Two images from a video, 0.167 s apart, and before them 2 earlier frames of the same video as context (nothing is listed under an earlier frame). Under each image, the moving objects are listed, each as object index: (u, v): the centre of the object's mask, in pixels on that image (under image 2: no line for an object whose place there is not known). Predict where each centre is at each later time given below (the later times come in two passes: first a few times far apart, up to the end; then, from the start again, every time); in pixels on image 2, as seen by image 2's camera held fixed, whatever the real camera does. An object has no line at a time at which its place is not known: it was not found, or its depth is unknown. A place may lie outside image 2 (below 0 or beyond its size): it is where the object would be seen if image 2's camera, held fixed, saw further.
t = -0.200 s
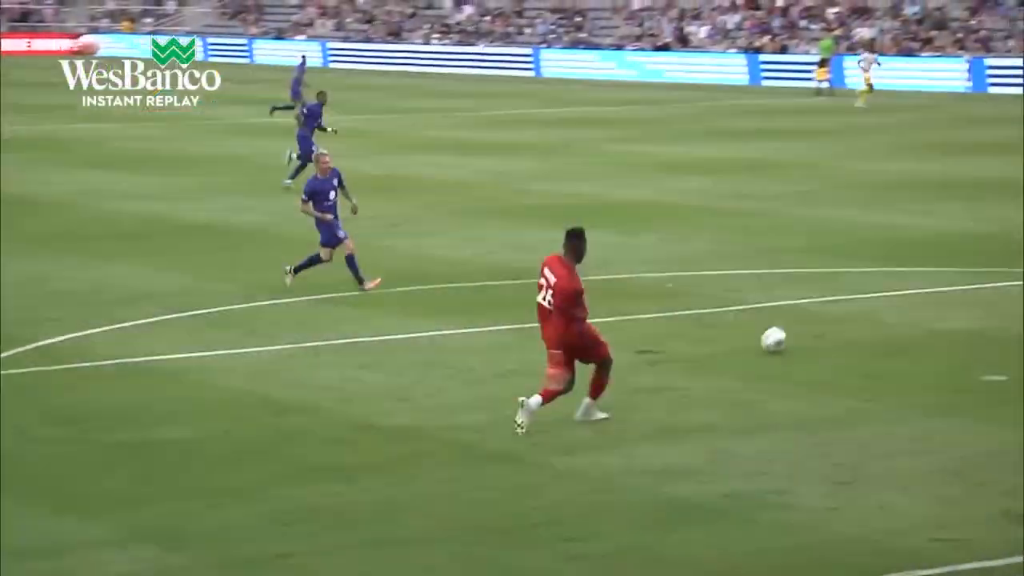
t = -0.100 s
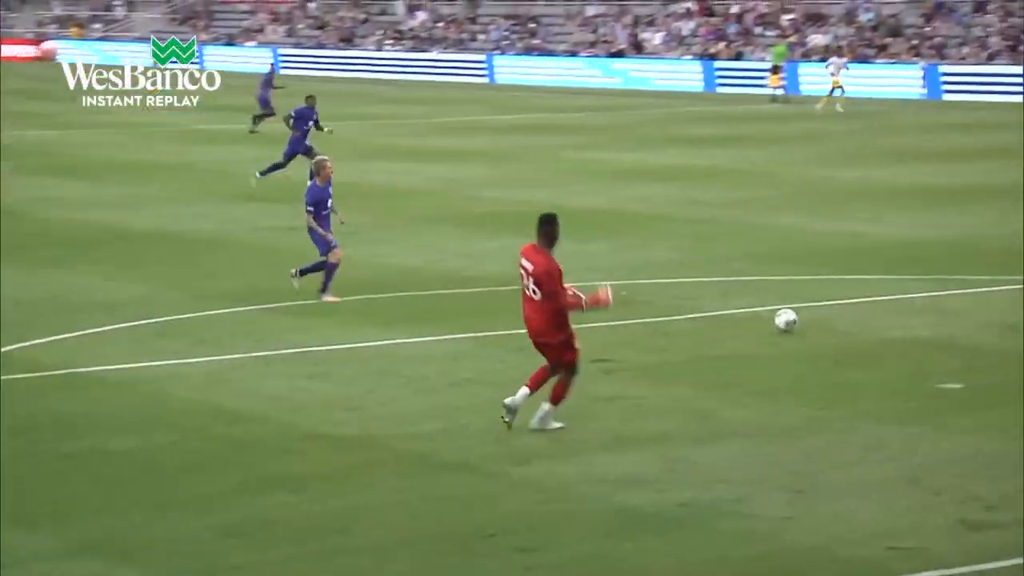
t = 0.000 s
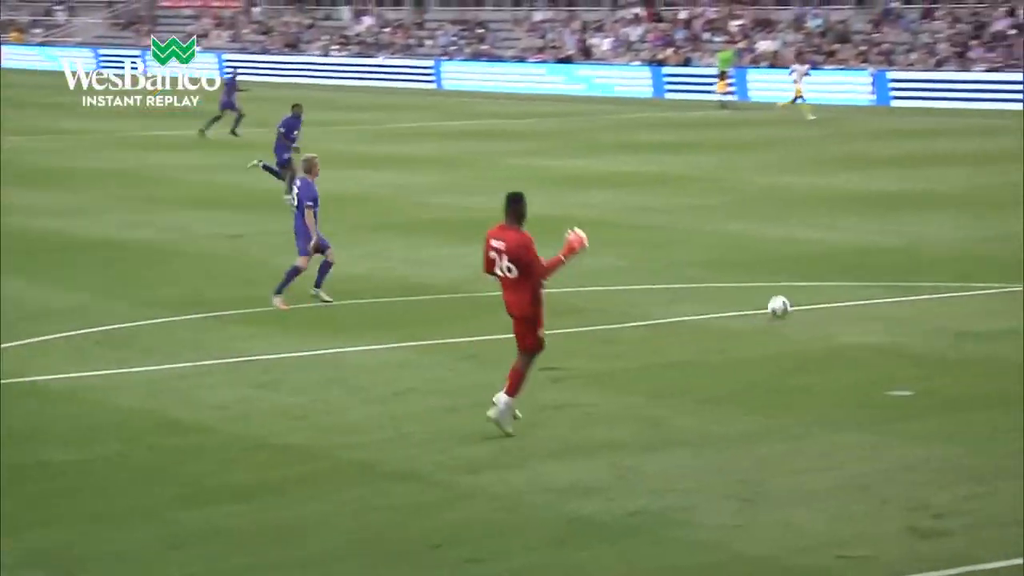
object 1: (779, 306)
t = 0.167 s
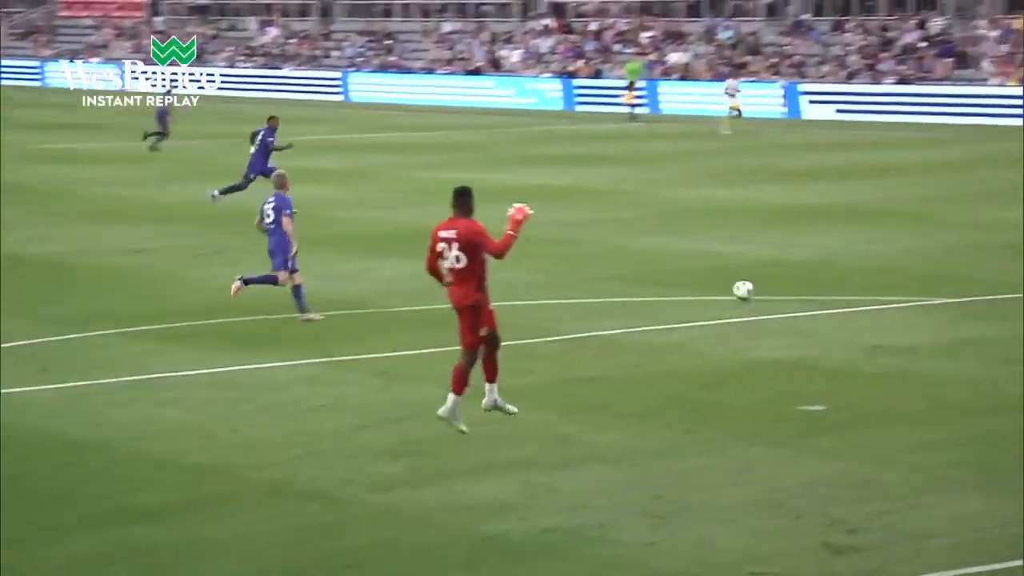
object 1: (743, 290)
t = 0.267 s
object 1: (766, 278)
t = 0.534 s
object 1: (808, 251)
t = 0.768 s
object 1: (832, 233)
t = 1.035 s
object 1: (852, 219)
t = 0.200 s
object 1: (752, 286)
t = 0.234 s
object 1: (759, 284)
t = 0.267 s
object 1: (766, 278)
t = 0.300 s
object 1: (773, 273)
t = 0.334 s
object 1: (779, 270)
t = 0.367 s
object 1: (783, 268)
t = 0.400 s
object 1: (789, 264)
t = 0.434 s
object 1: (794, 260)
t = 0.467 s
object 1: (799, 256)
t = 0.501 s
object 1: (804, 254)
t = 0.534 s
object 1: (808, 251)
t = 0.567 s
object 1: (812, 247)
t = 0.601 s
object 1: (815, 245)
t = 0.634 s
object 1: (820, 243)
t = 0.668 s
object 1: (823, 240)
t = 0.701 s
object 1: (826, 237)
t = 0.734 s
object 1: (830, 236)
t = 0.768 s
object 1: (832, 233)
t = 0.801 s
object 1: (835, 230)
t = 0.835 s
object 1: (838, 228)
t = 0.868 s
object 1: (840, 227)
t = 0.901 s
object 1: (843, 225)
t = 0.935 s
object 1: (846, 223)
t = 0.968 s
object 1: (848, 221)
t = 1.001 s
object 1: (850, 221)
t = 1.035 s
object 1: (852, 219)
